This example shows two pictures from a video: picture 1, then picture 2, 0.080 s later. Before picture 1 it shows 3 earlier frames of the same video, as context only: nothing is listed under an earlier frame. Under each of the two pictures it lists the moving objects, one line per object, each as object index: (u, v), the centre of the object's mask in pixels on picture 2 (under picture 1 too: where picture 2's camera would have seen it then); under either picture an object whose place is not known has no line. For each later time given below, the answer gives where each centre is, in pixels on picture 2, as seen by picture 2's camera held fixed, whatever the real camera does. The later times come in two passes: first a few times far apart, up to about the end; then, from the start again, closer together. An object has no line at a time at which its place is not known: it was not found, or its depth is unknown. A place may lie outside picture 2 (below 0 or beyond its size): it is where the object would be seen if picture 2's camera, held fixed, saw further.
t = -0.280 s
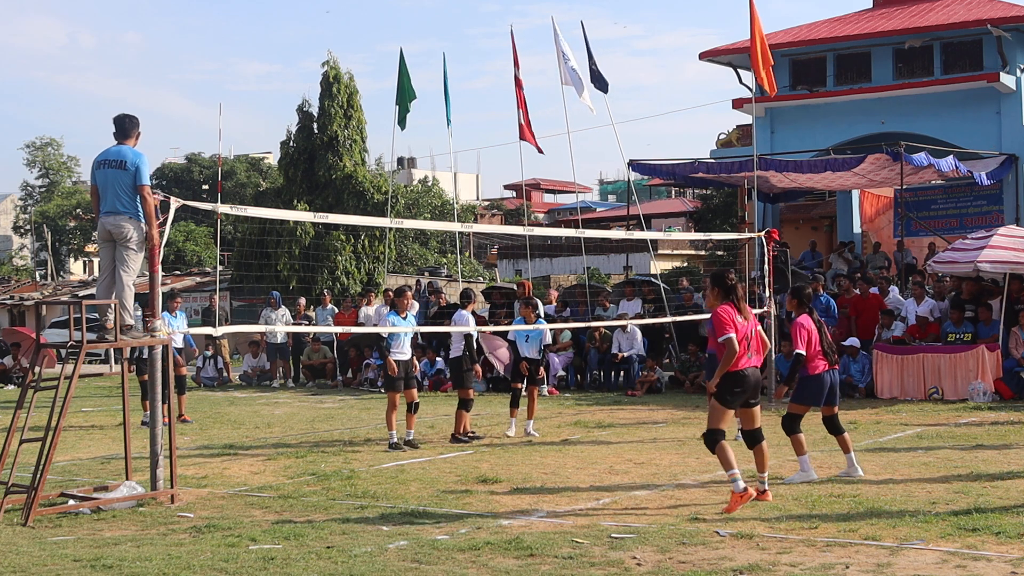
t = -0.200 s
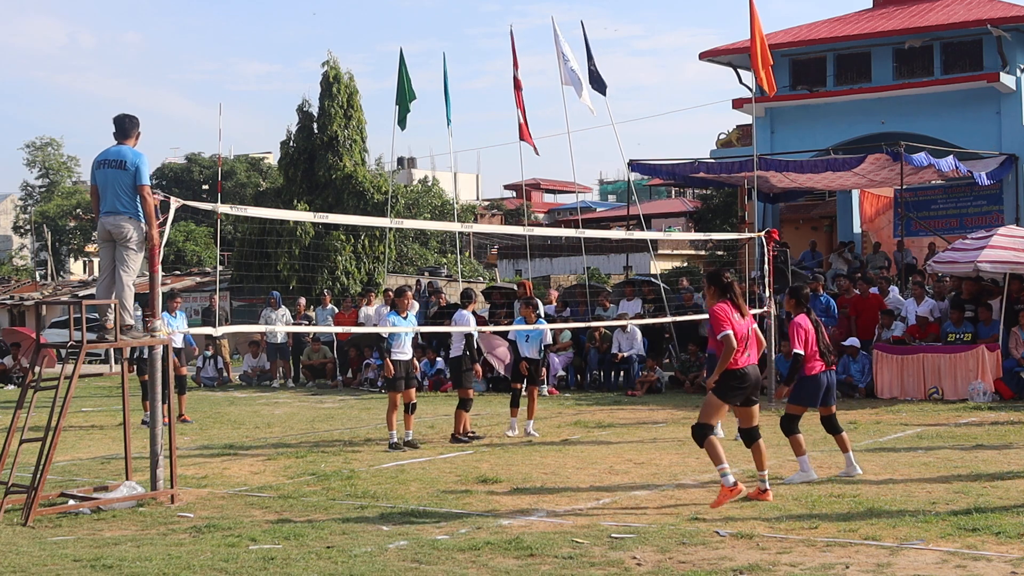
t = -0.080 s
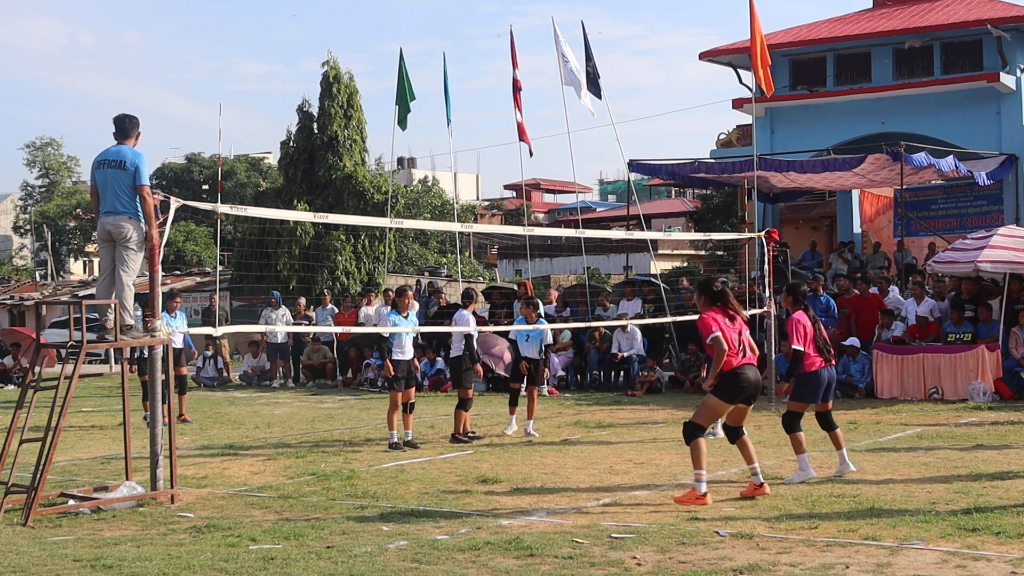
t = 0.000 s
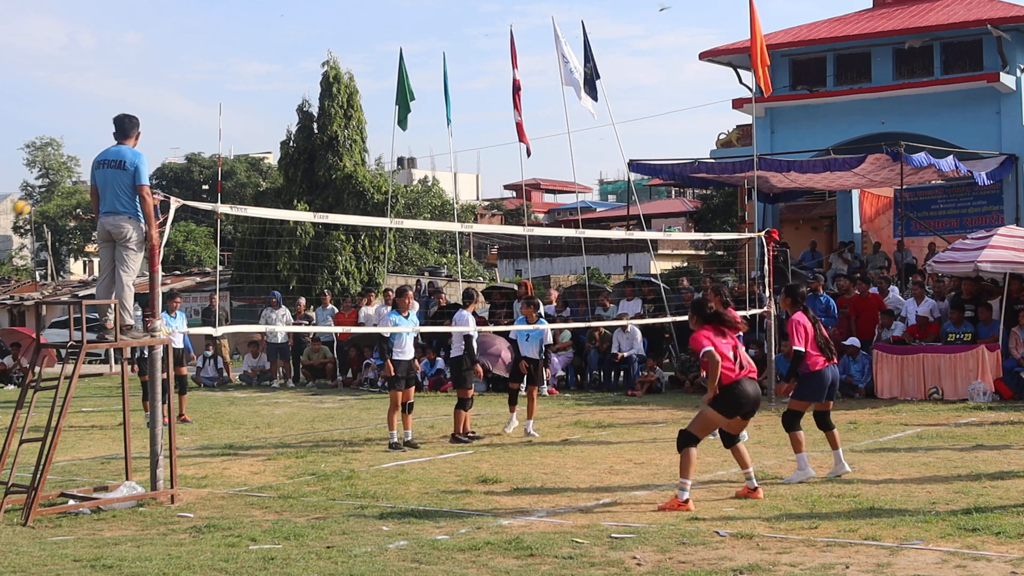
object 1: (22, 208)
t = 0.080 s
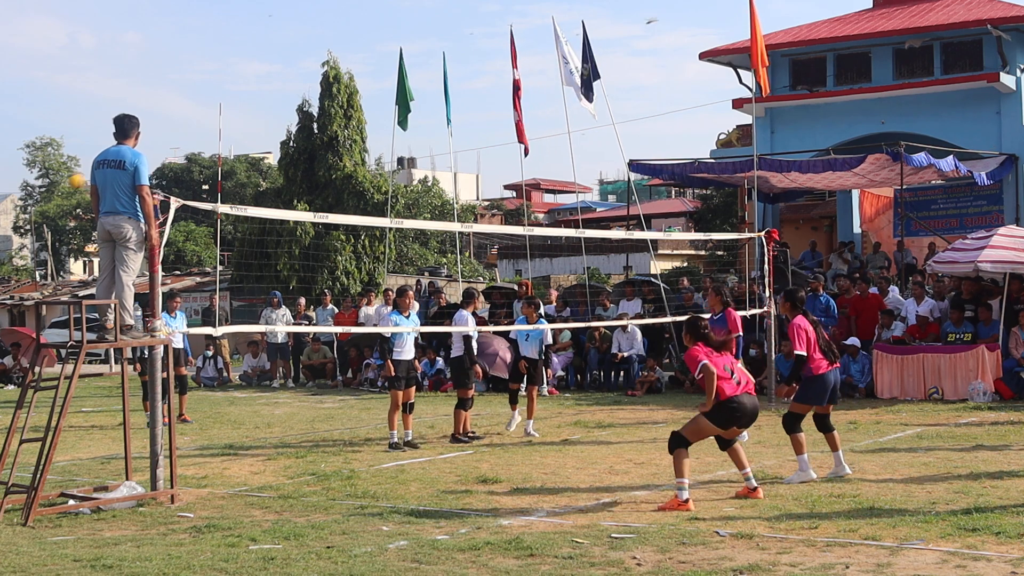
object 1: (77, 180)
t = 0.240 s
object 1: (194, 139)
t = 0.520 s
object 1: (431, 111)
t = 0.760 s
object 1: (668, 142)
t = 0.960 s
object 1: (890, 224)
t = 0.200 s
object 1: (163, 148)
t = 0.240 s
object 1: (194, 139)
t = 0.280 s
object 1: (227, 132)
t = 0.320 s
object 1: (259, 125)
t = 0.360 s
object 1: (293, 120)
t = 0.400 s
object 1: (326, 116)
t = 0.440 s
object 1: (360, 113)
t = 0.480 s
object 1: (398, 111)
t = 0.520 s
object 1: (431, 111)
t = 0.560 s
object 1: (469, 112)
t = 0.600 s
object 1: (507, 114)
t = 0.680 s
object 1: (587, 124)
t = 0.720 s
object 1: (626, 132)
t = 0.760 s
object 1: (668, 142)
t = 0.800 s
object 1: (713, 154)
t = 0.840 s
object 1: (755, 168)
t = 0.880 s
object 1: (800, 185)
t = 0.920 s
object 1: (842, 203)
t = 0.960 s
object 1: (890, 224)
